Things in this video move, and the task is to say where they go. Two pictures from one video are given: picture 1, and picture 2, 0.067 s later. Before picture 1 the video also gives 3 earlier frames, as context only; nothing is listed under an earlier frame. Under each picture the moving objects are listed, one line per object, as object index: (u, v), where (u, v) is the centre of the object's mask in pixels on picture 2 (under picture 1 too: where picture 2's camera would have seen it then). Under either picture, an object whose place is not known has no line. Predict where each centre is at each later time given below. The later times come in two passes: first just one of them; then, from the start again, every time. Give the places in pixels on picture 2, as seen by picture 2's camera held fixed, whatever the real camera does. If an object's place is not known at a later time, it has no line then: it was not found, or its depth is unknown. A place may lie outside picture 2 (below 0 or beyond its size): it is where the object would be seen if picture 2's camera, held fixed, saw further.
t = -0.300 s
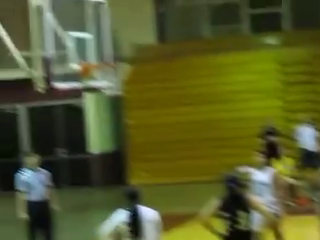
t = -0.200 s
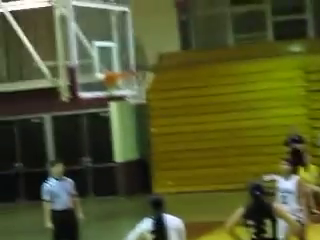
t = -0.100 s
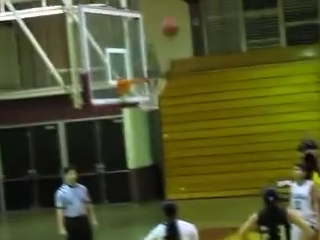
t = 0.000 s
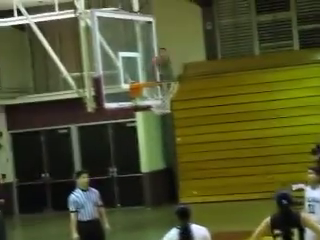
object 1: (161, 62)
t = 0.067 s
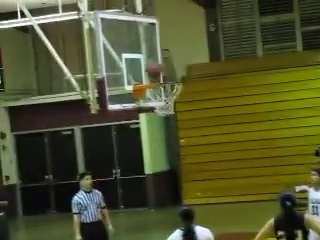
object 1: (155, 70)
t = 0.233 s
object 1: (143, 28)
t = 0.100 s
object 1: (152, 58)
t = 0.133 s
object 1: (149, 50)
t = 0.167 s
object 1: (147, 40)
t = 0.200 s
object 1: (145, 32)
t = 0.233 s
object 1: (143, 28)
